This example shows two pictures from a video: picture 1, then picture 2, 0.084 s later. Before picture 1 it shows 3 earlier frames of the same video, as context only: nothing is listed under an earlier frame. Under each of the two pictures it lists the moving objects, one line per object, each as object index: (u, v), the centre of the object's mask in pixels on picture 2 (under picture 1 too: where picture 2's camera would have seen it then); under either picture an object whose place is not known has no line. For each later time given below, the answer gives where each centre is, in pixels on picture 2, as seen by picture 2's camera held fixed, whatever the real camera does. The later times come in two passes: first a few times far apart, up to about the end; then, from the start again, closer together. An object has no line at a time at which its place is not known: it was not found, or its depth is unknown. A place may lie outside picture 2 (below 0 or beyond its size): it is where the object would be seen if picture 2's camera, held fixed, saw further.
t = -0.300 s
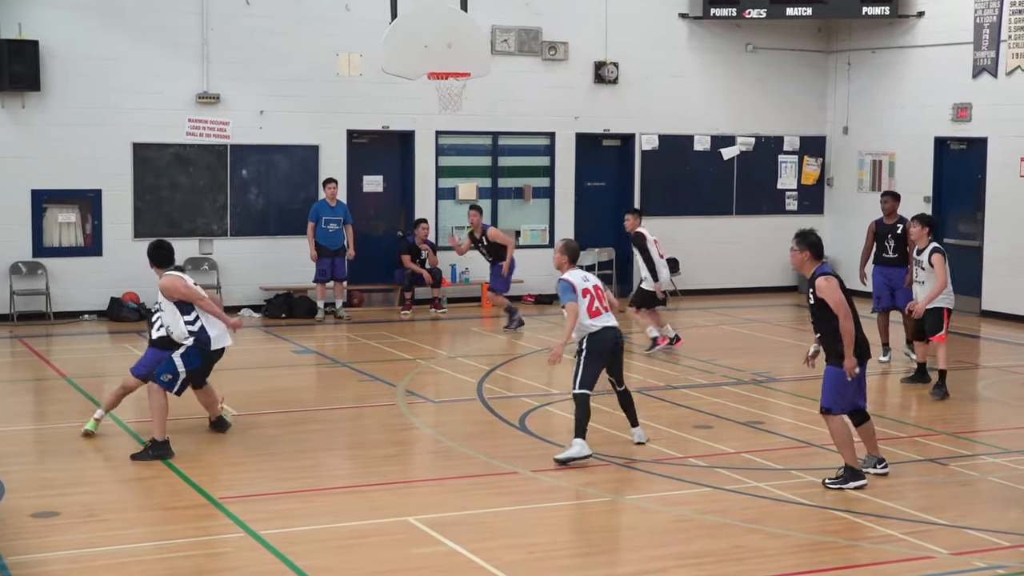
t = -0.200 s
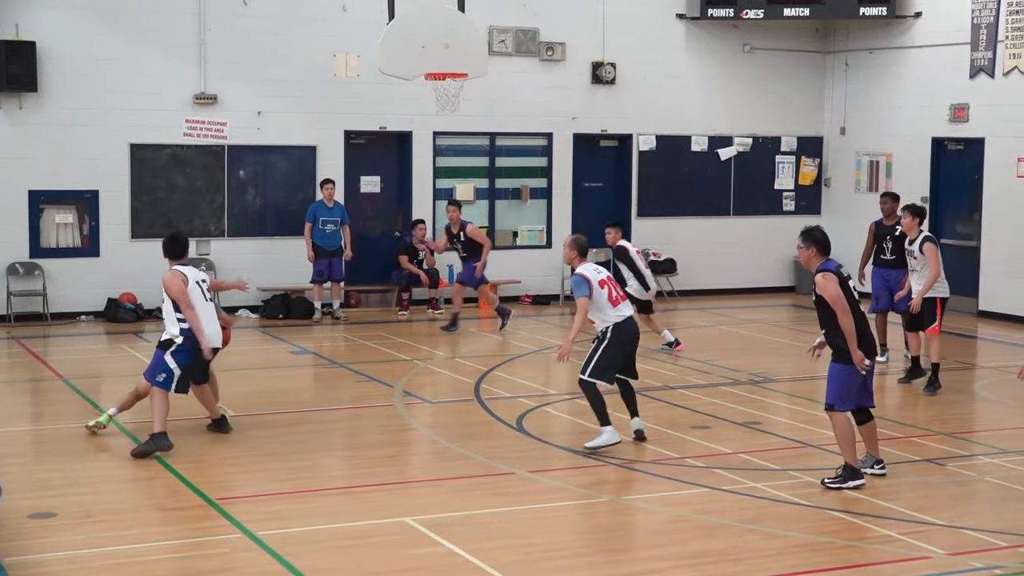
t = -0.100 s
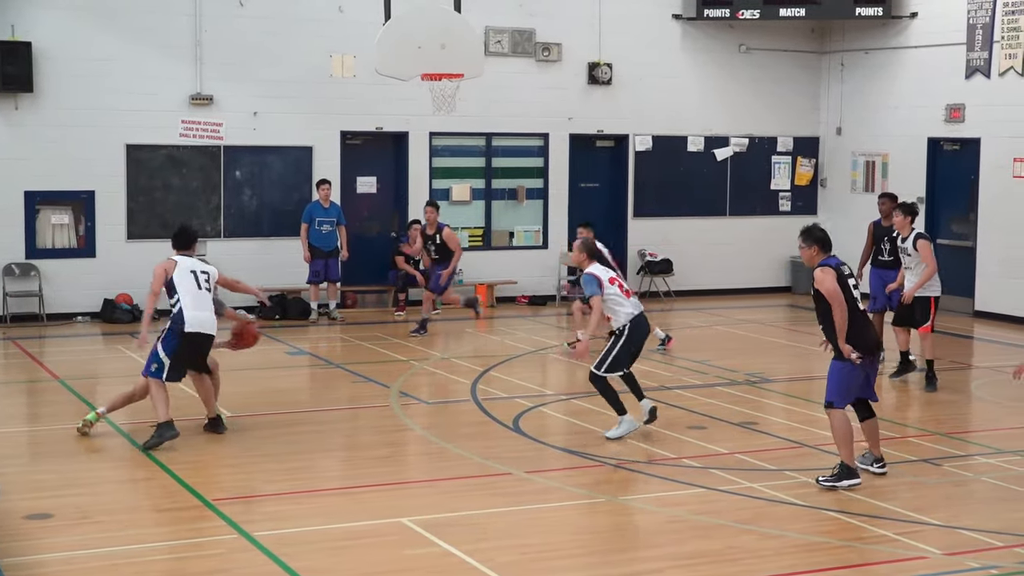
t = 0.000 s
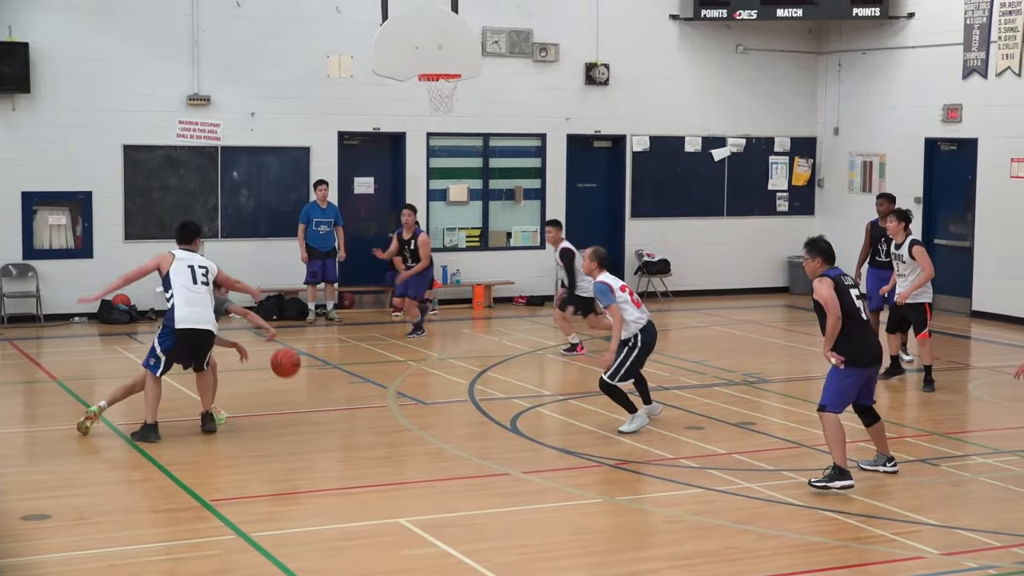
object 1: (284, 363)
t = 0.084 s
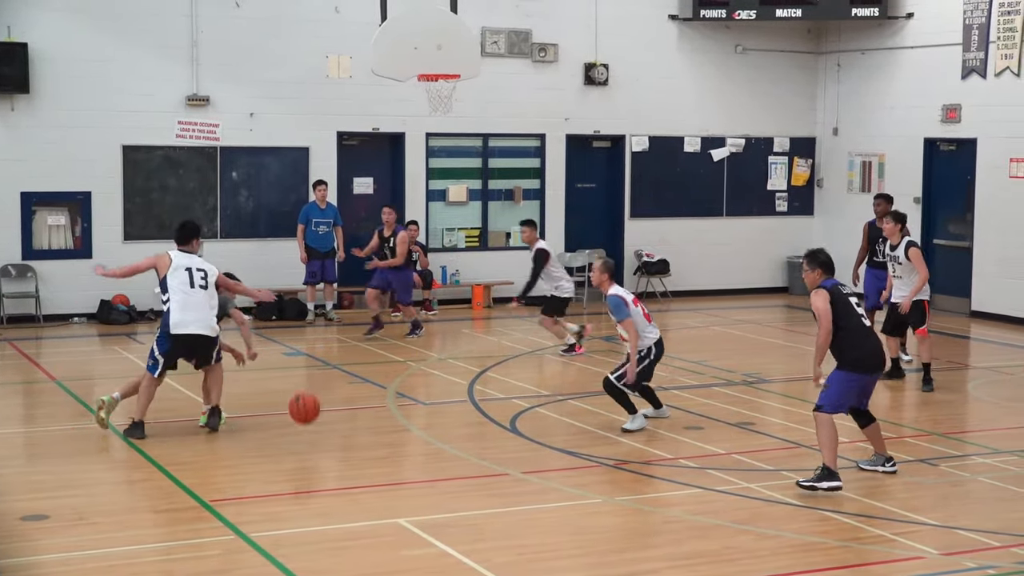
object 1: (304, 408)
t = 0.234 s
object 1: (318, 417)
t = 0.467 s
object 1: (320, 401)
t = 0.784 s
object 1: (326, 530)
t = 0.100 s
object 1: (308, 418)
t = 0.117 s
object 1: (312, 429)
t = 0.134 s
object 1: (317, 441)
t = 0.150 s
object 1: (317, 439)
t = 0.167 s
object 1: (318, 434)
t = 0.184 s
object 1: (318, 429)
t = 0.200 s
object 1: (318, 425)
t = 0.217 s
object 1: (318, 421)
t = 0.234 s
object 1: (318, 417)
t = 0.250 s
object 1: (319, 414)
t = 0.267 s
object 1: (319, 411)
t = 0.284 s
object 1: (319, 407)
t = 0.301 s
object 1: (319, 405)
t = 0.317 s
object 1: (319, 402)
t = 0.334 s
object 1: (319, 401)
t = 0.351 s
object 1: (320, 399)
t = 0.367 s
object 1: (320, 399)
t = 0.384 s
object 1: (320, 398)
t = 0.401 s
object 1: (320, 398)
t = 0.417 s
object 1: (320, 398)
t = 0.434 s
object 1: (320, 399)
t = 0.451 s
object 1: (320, 400)
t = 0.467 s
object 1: (320, 401)
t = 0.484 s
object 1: (321, 403)
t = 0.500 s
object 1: (321, 406)
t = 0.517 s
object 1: (321, 409)
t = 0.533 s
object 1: (321, 412)
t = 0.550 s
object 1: (321, 416)
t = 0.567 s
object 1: (322, 420)
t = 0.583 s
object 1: (322, 425)
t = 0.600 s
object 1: (323, 431)
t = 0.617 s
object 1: (323, 437)
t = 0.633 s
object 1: (324, 443)
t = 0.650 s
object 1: (324, 450)
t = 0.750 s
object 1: (326, 506)
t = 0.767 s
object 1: (326, 517)
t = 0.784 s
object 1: (326, 530)
